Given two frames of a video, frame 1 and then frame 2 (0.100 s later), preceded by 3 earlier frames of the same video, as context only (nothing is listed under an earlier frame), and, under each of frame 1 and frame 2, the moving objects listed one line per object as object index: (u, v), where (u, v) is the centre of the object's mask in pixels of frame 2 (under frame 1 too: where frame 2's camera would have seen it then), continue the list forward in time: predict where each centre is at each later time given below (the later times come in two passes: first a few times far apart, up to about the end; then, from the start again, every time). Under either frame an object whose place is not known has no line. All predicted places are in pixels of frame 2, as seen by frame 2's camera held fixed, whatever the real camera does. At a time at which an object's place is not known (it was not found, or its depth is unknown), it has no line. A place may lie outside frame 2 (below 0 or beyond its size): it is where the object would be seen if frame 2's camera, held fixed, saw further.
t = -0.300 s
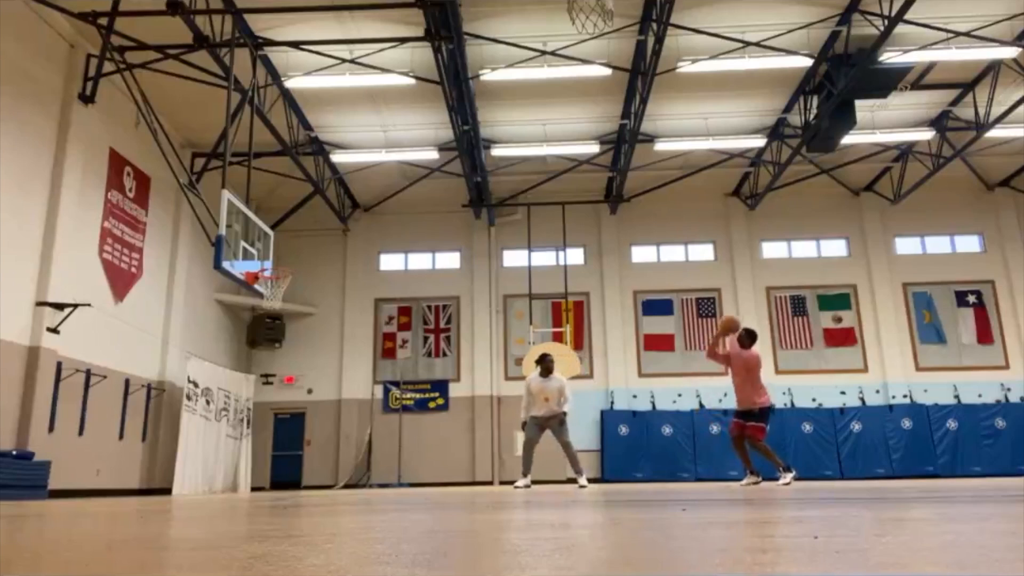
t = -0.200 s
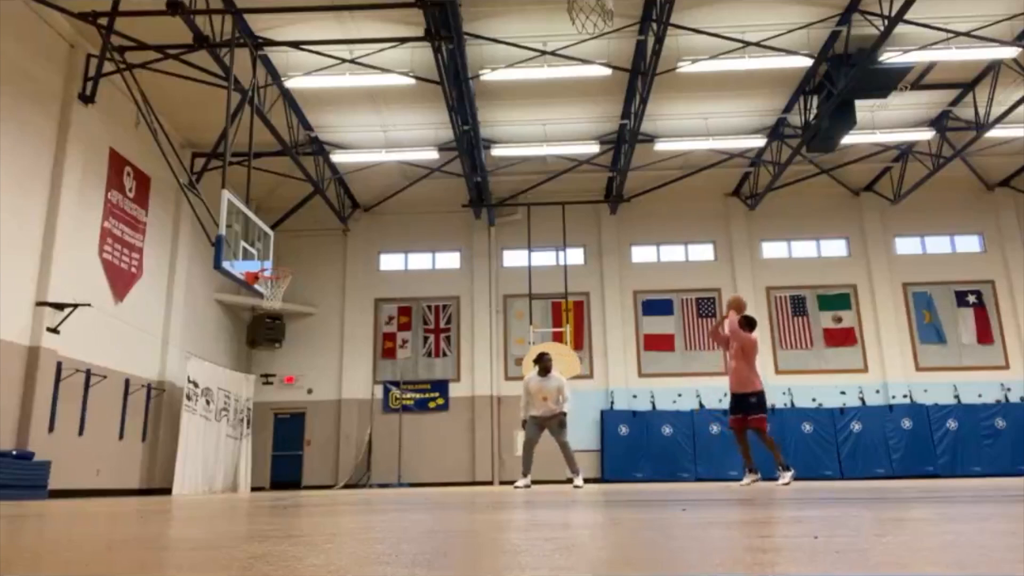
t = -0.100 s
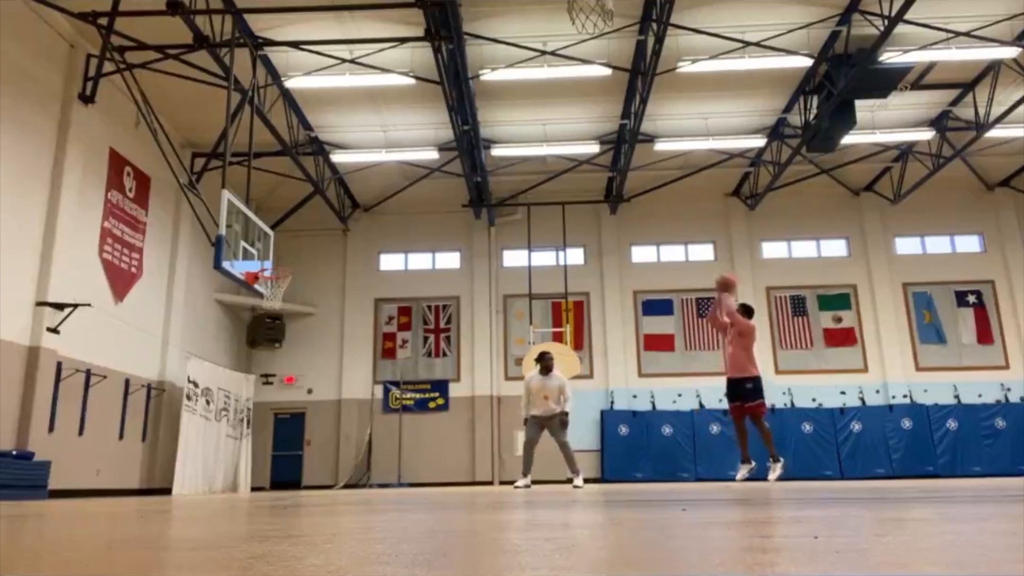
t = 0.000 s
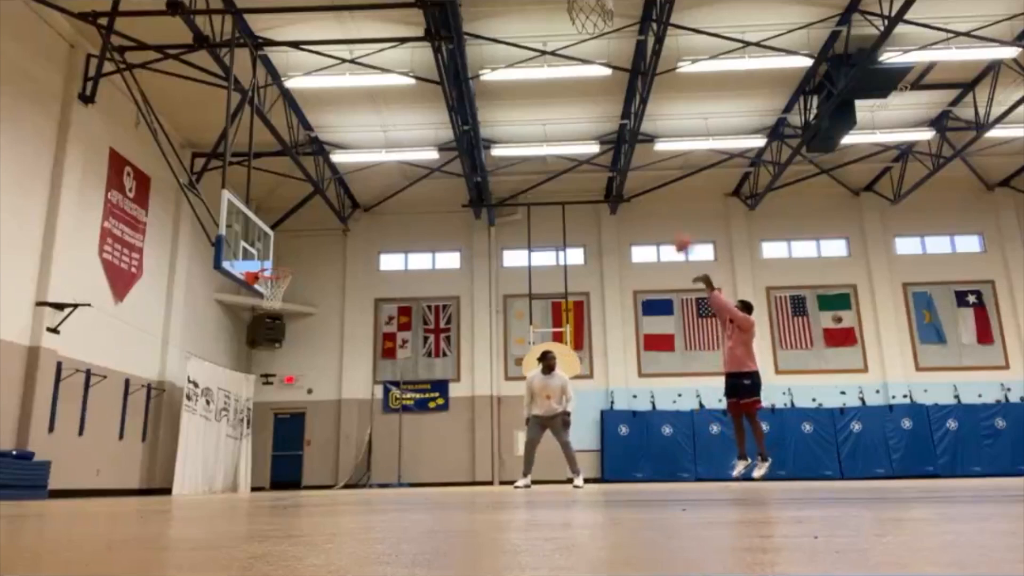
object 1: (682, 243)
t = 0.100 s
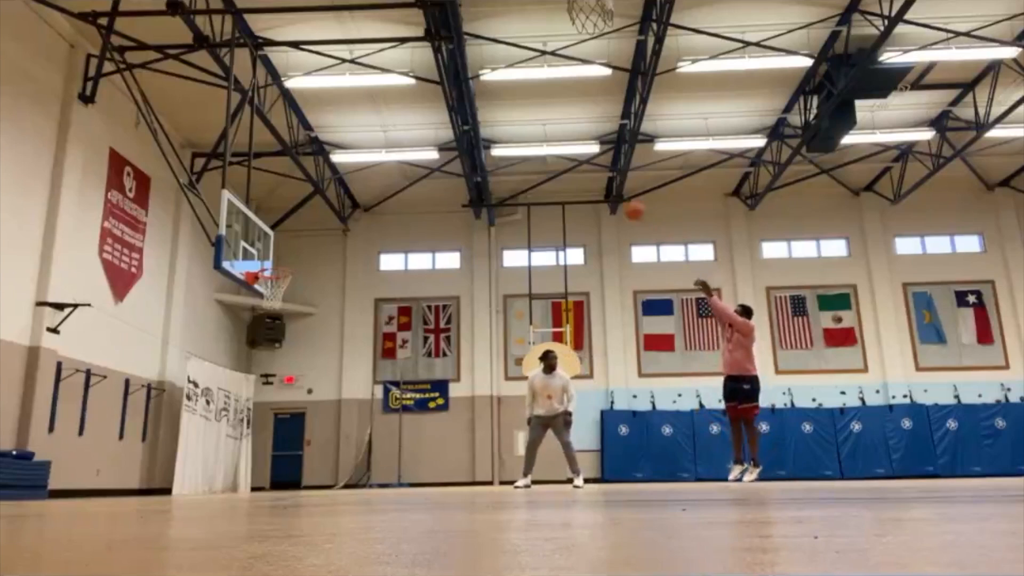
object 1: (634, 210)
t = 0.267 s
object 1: (560, 174)
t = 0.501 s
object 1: (470, 162)
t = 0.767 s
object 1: (375, 188)
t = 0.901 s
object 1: (331, 218)
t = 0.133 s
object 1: (618, 202)
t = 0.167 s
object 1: (604, 194)
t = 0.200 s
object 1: (588, 187)
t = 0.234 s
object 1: (575, 180)
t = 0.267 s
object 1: (560, 174)
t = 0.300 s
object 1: (547, 171)
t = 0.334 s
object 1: (535, 167)
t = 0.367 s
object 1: (520, 166)
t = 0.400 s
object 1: (508, 163)
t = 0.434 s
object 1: (494, 162)
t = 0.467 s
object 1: (483, 161)
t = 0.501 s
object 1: (470, 162)
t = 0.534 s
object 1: (458, 162)
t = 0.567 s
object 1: (447, 164)
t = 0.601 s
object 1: (434, 168)
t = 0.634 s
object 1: (420, 171)
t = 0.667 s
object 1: (408, 173)
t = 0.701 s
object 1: (398, 178)
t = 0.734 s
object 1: (387, 182)
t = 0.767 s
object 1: (375, 188)
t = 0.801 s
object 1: (363, 196)
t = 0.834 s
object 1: (353, 202)
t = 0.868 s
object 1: (342, 210)
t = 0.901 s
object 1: (331, 218)
